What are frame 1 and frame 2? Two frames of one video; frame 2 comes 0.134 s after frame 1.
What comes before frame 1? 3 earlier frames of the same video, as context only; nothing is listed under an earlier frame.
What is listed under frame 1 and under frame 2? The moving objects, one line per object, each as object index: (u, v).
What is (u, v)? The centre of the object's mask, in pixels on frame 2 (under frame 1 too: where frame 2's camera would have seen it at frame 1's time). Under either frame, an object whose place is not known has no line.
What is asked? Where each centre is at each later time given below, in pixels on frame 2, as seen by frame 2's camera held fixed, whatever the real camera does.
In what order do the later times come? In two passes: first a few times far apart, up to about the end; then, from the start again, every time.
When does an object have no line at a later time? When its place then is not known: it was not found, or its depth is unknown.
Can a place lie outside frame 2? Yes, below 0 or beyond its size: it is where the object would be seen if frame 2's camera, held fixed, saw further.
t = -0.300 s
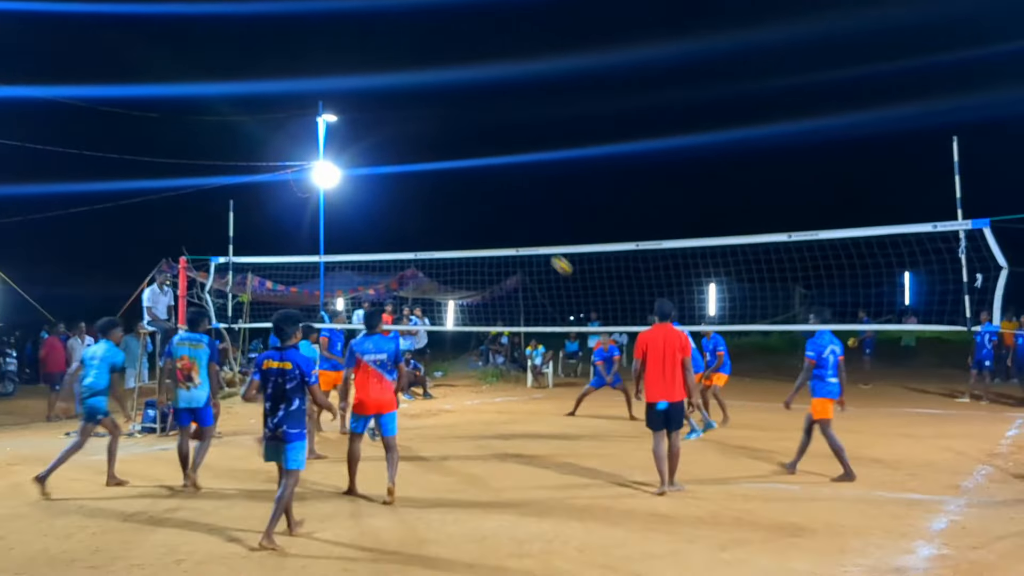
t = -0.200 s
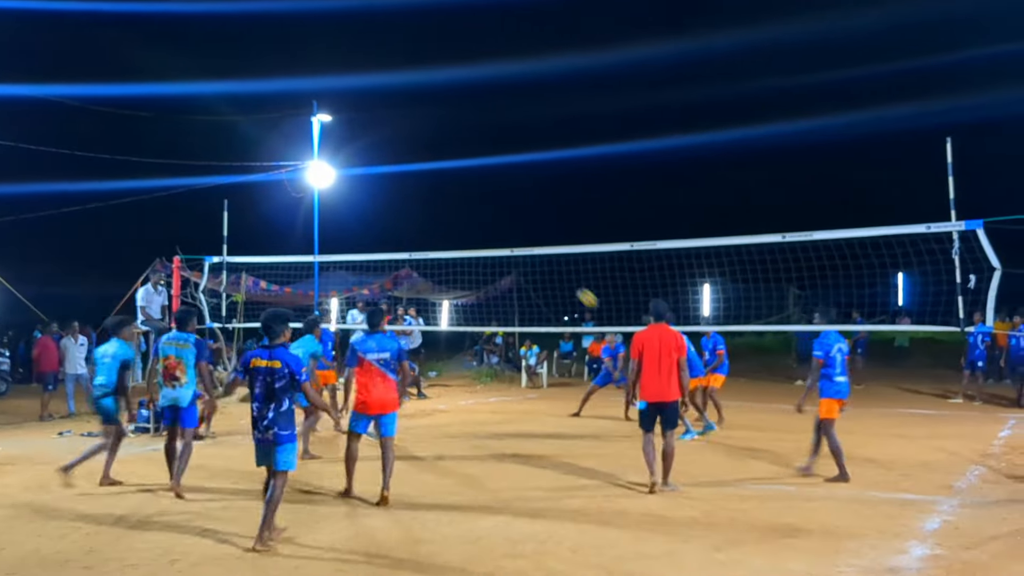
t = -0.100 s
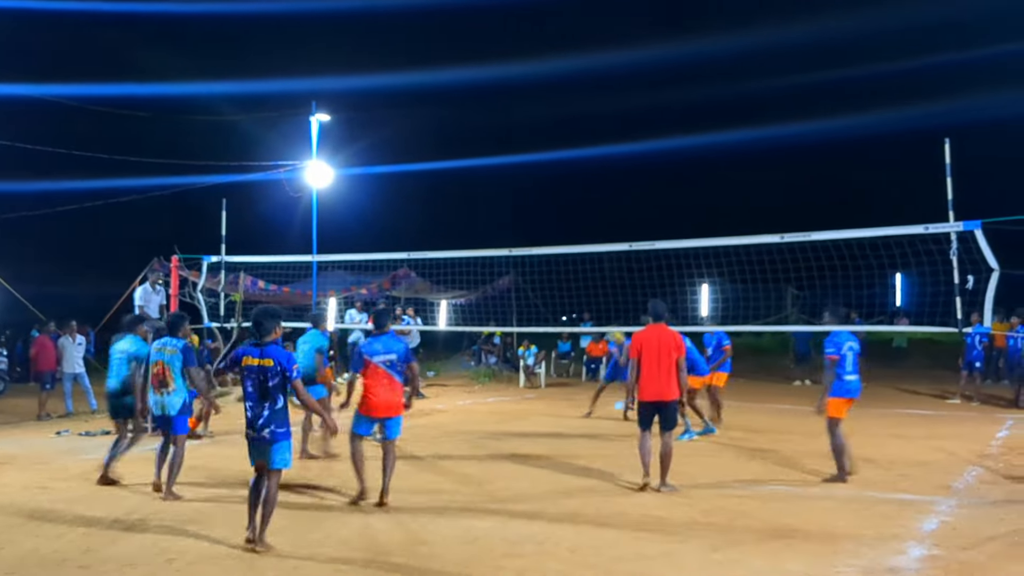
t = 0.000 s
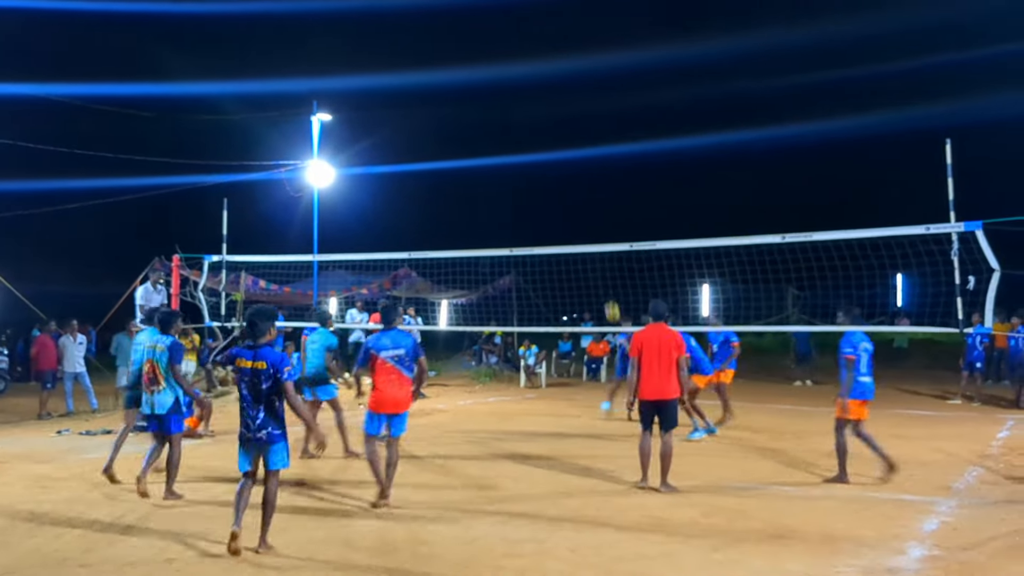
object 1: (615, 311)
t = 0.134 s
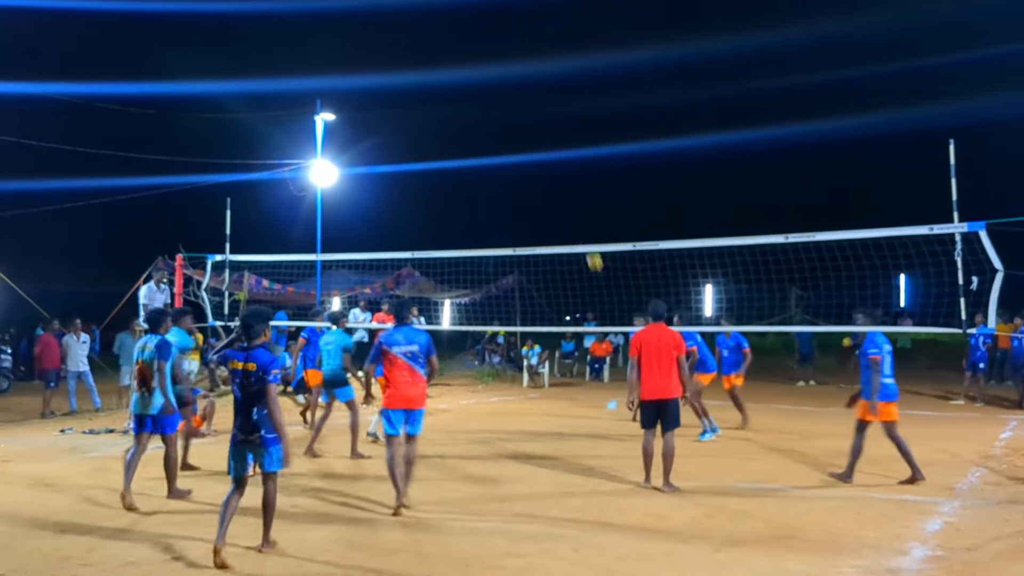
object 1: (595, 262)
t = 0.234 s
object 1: (578, 231)
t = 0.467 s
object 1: (537, 186)
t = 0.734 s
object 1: (488, 179)
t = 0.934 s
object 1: (449, 210)
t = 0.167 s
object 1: (590, 255)
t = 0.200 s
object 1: (583, 237)
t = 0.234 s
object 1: (578, 231)
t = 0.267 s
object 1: (572, 222)
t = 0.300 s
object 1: (566, 214)
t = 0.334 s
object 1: (561, 207)
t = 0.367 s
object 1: (555, 201)
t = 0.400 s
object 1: (549, 195)
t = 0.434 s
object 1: (543, 190)
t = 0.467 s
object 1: (537, 186)
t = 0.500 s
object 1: (531, 183)
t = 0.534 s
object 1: (525, 180)
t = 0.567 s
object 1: (519, 178)
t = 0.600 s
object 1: (513, 176)
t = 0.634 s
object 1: (507, 176)
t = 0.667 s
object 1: (501, 176)
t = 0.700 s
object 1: (494, 177)
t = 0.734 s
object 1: (488, 179)
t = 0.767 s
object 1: (482, 182)
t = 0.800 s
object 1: (475, 186)
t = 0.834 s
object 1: (469, 191)
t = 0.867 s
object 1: (462, 196)
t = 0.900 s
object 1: (456, 203)
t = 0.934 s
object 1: (449, 210)
